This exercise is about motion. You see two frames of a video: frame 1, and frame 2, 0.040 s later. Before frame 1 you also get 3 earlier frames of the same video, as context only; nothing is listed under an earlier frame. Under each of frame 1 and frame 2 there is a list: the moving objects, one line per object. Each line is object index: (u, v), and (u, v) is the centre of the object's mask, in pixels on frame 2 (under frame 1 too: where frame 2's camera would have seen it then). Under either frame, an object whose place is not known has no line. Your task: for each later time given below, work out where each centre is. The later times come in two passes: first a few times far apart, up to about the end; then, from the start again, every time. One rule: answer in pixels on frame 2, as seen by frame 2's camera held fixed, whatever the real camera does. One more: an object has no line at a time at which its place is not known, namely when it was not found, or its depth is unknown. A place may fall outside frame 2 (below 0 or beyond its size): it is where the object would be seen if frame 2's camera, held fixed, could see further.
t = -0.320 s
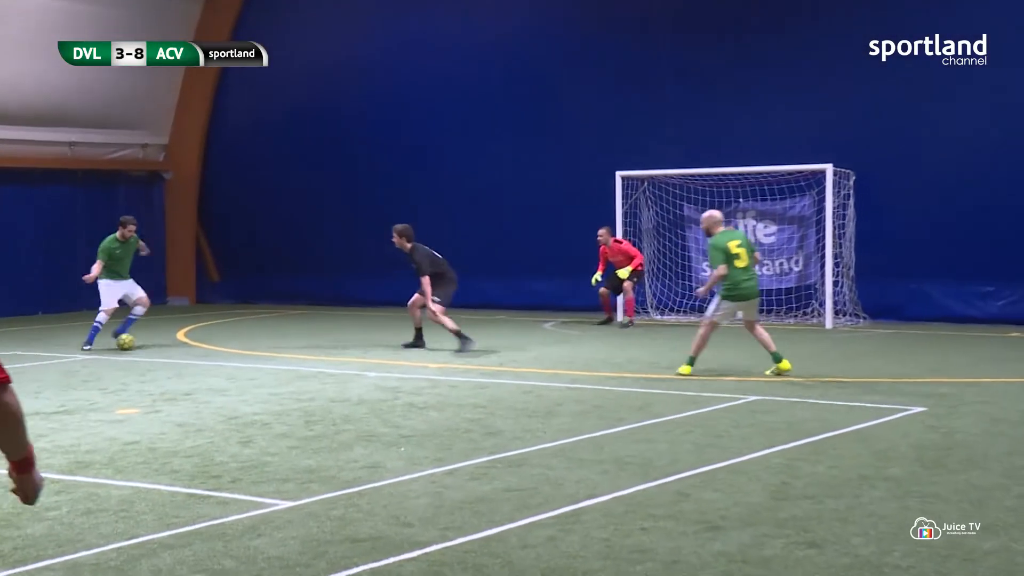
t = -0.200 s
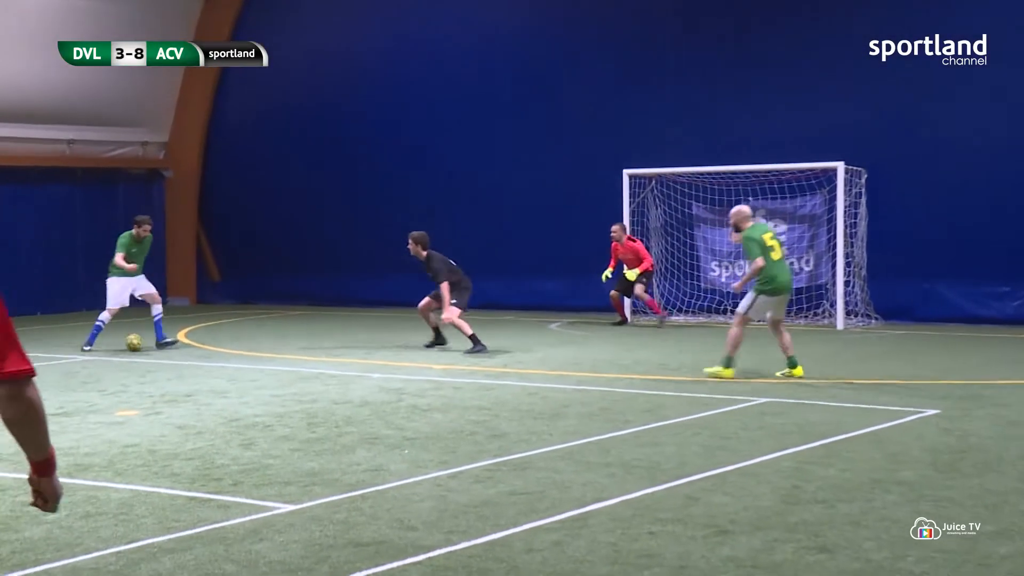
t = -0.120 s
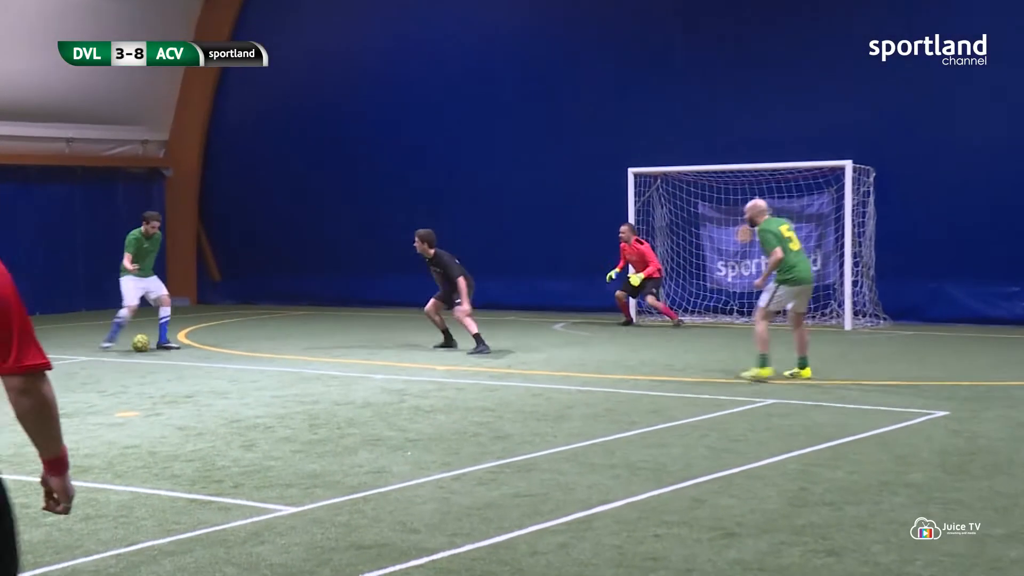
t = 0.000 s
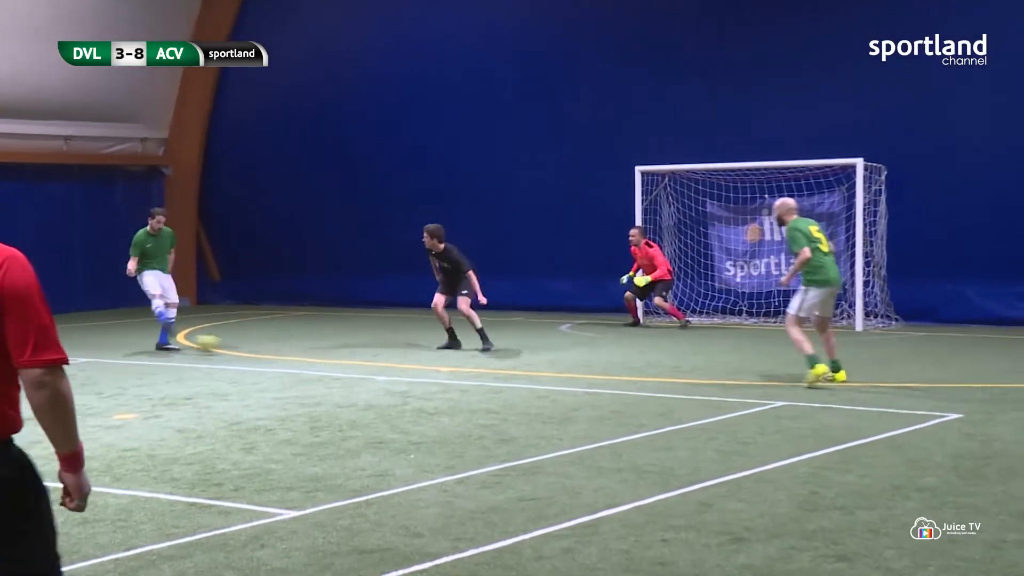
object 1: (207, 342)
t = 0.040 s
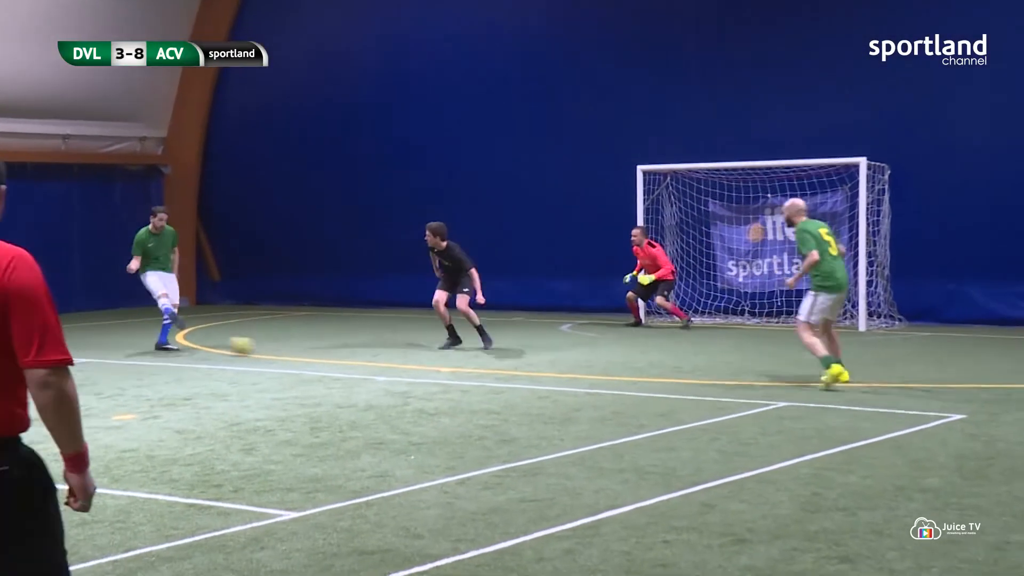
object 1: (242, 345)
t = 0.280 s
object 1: (451, 351)
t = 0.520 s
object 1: (646, 358)
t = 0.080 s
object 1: (276, 347)
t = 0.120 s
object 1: (311, 346)
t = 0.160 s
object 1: (346, 349)
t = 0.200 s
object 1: (381, 350)
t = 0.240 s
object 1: (414, 350)
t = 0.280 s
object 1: (451, 351)
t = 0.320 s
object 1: (485, 354)
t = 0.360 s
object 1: (517, 354)
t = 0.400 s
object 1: (550, 355)
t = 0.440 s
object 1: (584, 357)
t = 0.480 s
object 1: (614, 357)
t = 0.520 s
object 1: (646, 358)
